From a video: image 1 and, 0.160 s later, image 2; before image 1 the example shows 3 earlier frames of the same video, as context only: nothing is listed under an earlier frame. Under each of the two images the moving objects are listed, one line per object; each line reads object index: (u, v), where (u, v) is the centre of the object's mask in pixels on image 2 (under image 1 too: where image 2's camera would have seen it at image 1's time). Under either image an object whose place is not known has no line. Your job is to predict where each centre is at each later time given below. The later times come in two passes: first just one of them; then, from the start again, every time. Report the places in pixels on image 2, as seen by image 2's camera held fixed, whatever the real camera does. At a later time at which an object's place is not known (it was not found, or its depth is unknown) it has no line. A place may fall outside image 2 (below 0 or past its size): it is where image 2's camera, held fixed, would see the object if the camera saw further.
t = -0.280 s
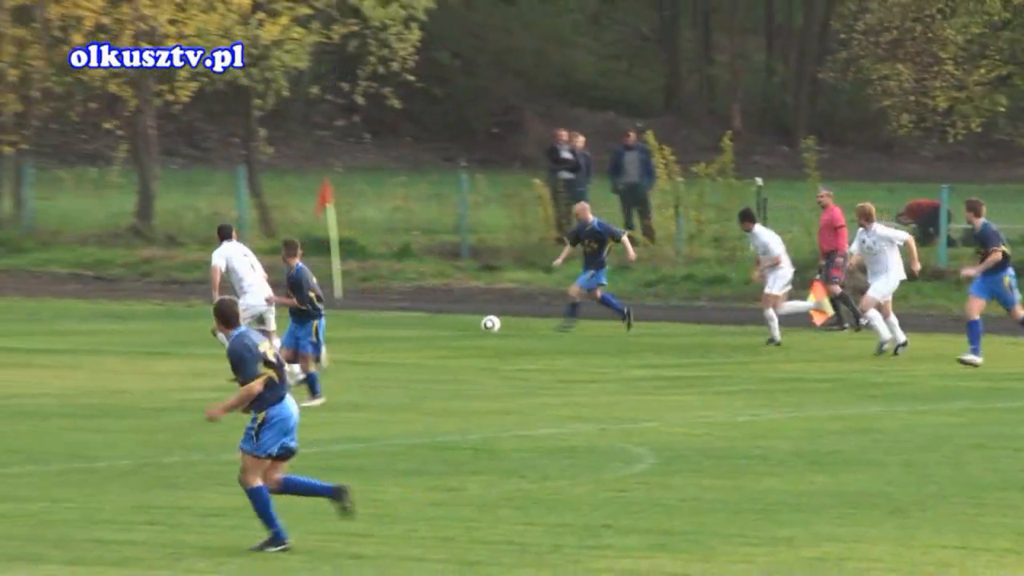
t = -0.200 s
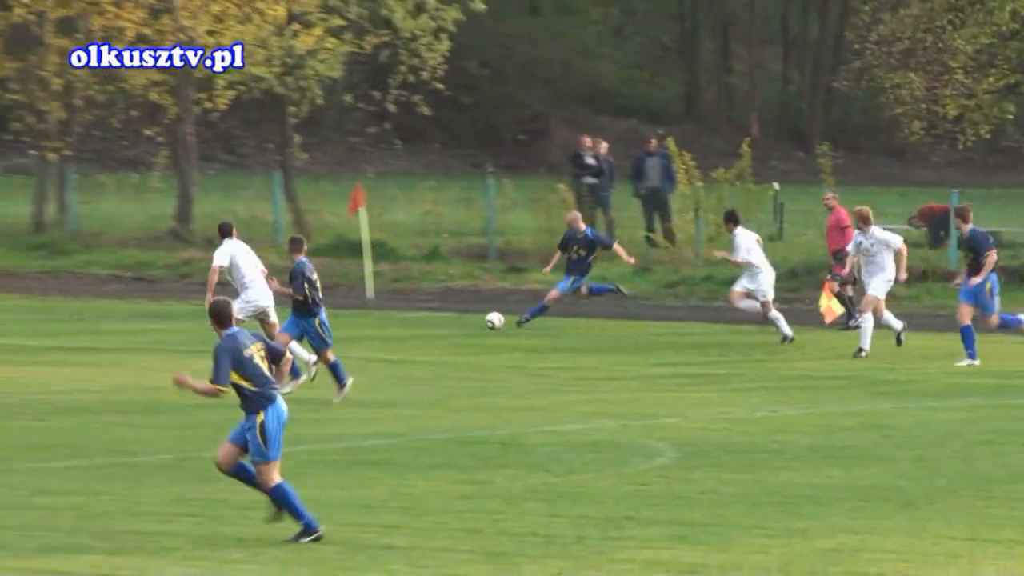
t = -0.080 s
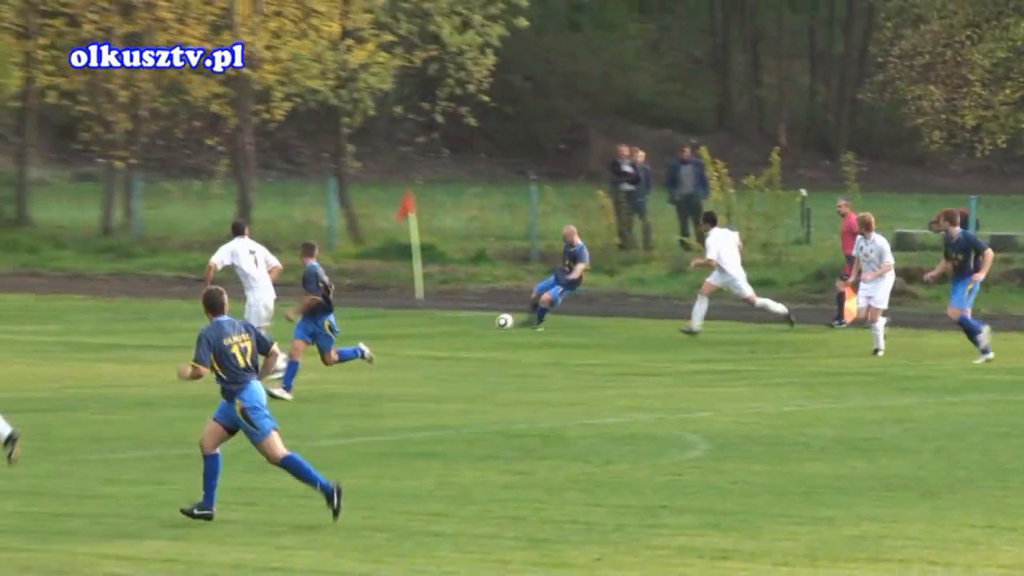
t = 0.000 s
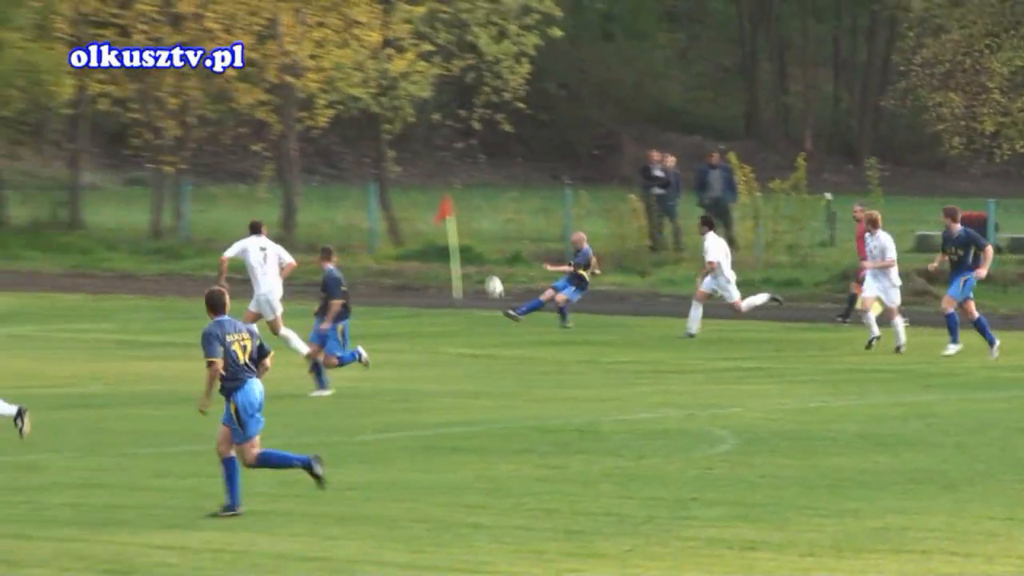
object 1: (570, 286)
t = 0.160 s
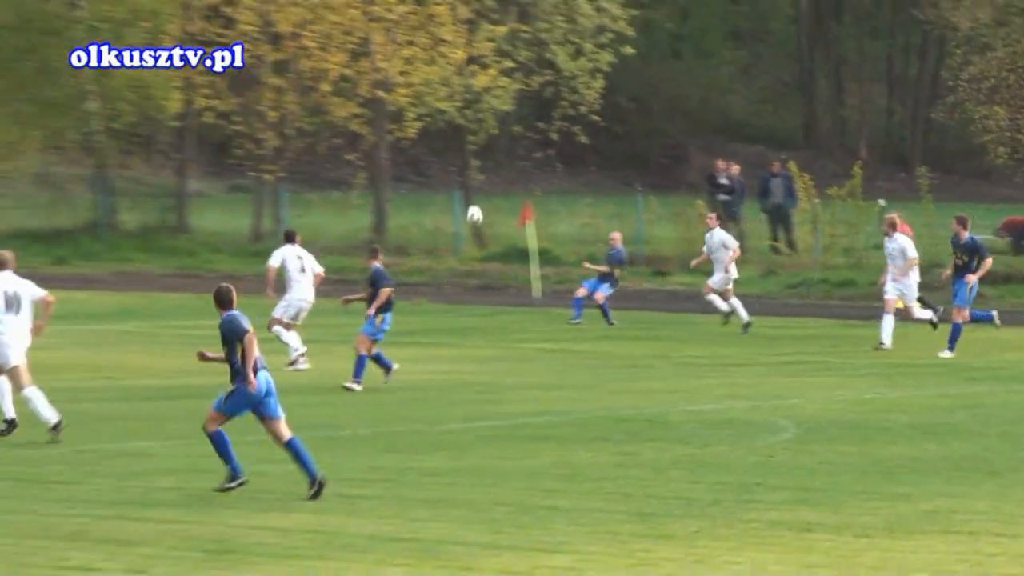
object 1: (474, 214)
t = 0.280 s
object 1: (406, 176)
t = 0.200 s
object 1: (450, 200)
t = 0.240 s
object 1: (428, 188)
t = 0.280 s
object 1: (406, 176)
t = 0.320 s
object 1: (386, 165)
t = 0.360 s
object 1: (366, 156)
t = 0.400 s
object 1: (347, 147)
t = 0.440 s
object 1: (327, 139)
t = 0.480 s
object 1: (309, 133)
